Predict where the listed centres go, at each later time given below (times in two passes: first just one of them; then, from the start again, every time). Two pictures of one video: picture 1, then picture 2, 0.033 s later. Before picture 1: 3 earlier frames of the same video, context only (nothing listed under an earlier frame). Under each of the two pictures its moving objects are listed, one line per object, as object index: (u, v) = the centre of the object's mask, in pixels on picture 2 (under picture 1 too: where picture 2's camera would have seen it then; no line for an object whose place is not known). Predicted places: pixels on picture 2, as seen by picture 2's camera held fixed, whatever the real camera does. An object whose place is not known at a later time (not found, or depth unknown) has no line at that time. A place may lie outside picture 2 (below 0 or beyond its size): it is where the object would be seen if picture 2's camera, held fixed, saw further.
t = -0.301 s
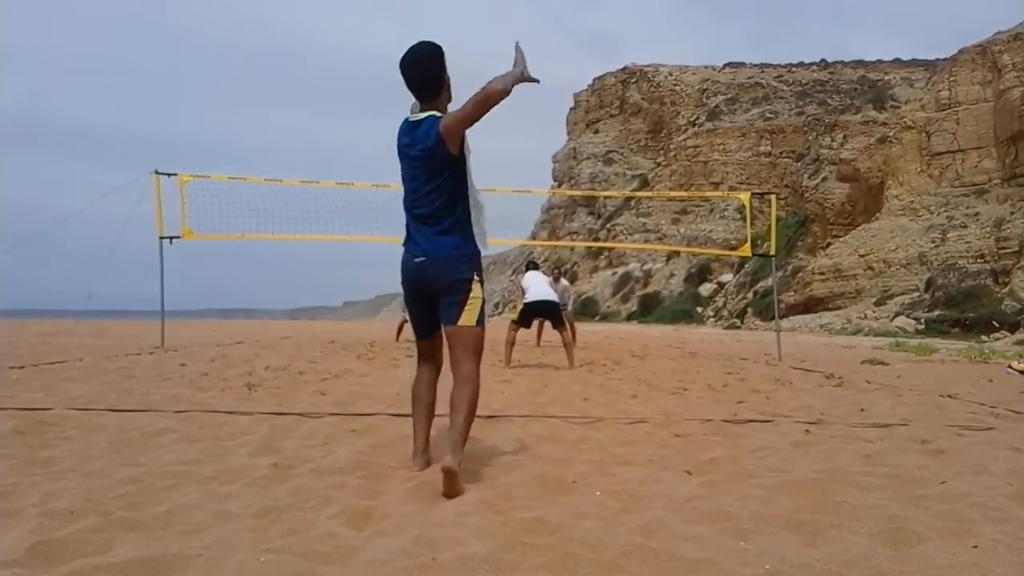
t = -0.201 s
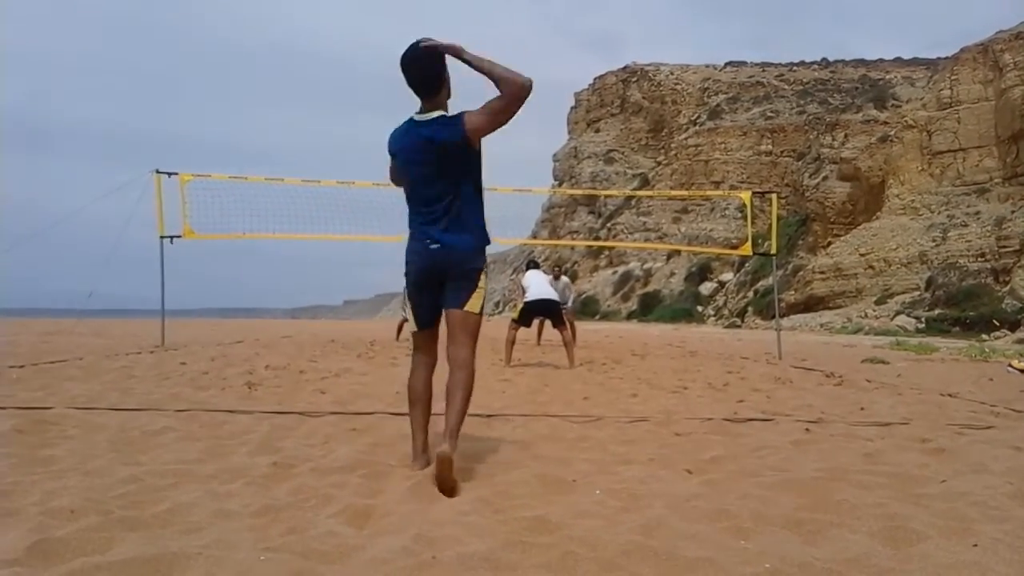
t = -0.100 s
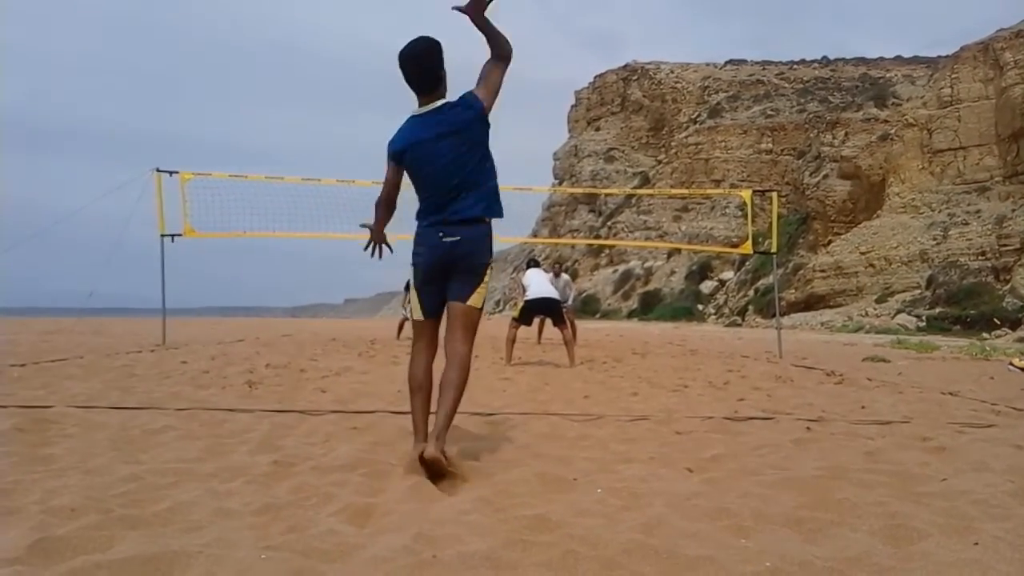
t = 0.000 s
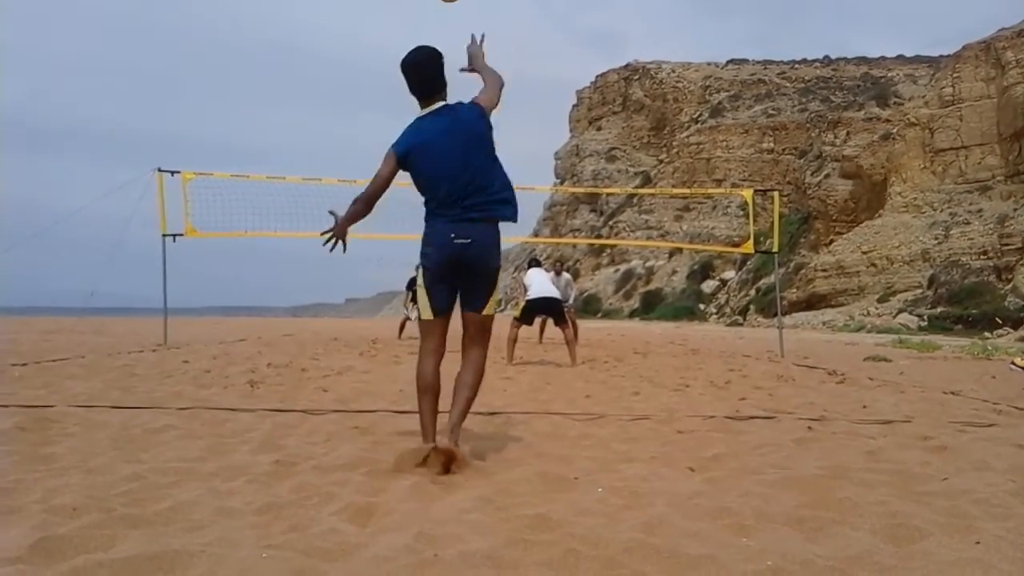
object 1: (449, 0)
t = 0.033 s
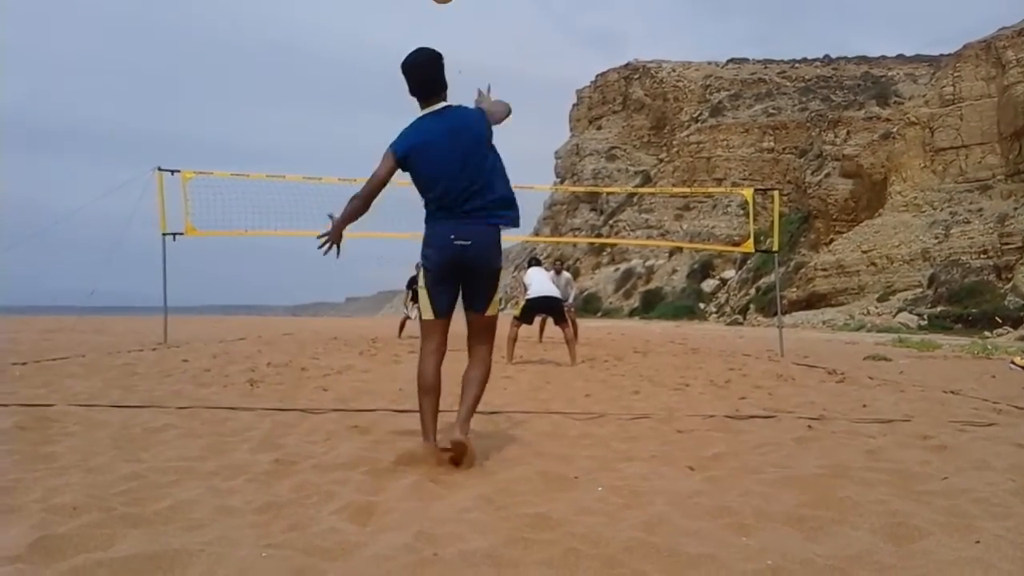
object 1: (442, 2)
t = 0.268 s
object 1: (423, 29)
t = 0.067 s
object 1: (437, 3)
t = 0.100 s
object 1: (433, 4)
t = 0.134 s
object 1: (430, 6)
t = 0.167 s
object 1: (427, 8)
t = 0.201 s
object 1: (425, 12)
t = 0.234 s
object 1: (424, 20)
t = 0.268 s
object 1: (423, 29)
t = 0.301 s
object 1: (422, 38)
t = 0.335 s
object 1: (421, 46)
